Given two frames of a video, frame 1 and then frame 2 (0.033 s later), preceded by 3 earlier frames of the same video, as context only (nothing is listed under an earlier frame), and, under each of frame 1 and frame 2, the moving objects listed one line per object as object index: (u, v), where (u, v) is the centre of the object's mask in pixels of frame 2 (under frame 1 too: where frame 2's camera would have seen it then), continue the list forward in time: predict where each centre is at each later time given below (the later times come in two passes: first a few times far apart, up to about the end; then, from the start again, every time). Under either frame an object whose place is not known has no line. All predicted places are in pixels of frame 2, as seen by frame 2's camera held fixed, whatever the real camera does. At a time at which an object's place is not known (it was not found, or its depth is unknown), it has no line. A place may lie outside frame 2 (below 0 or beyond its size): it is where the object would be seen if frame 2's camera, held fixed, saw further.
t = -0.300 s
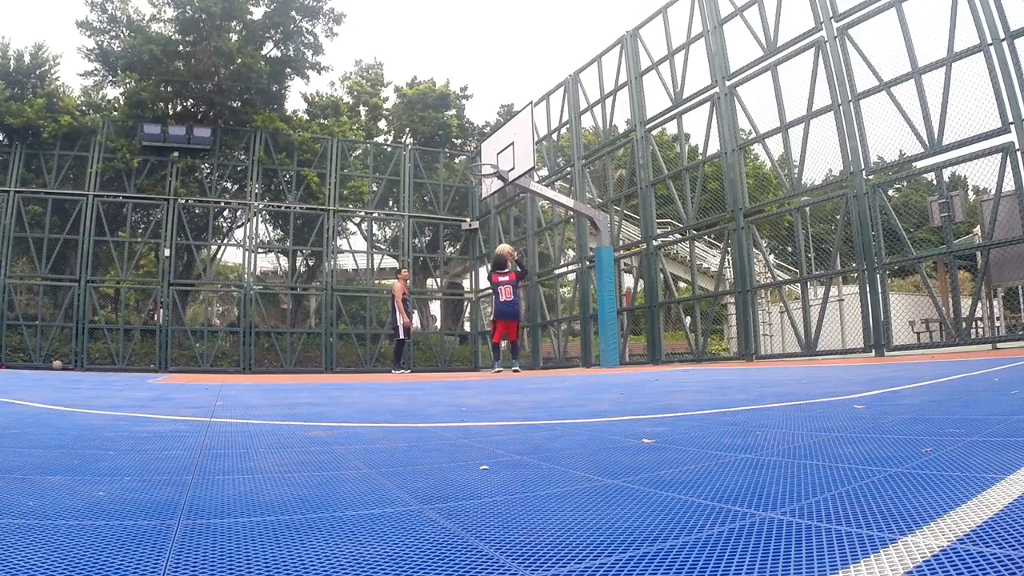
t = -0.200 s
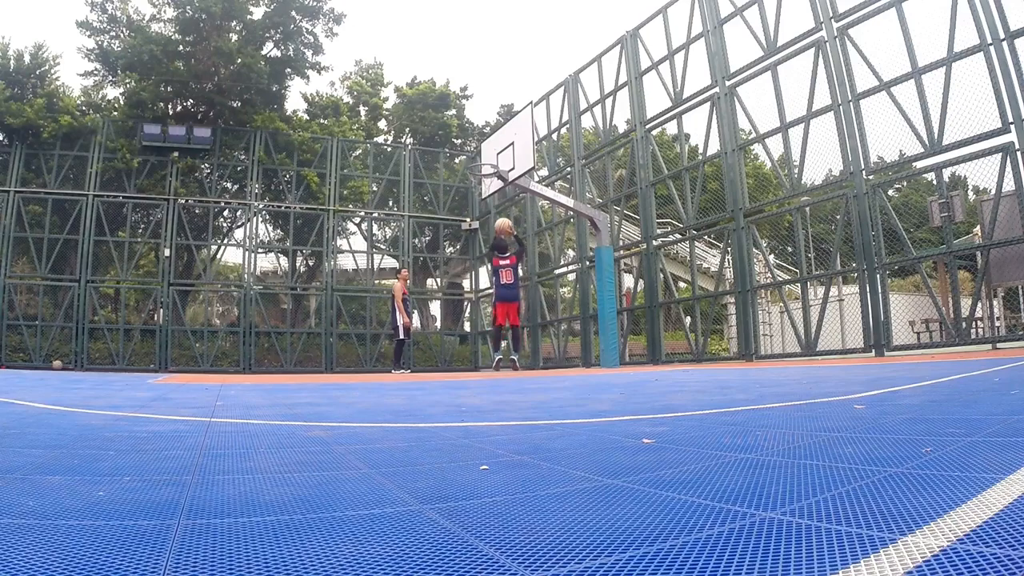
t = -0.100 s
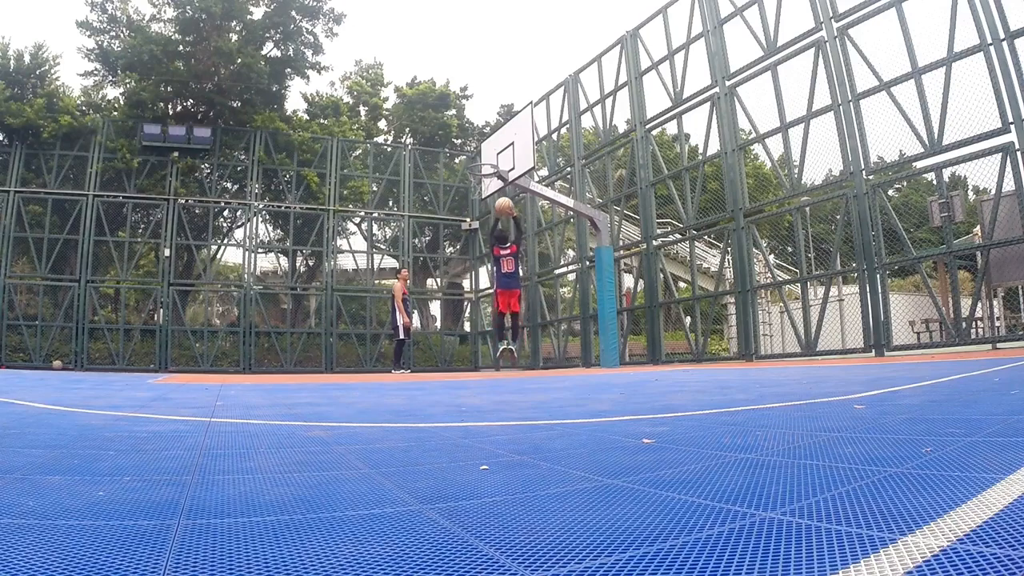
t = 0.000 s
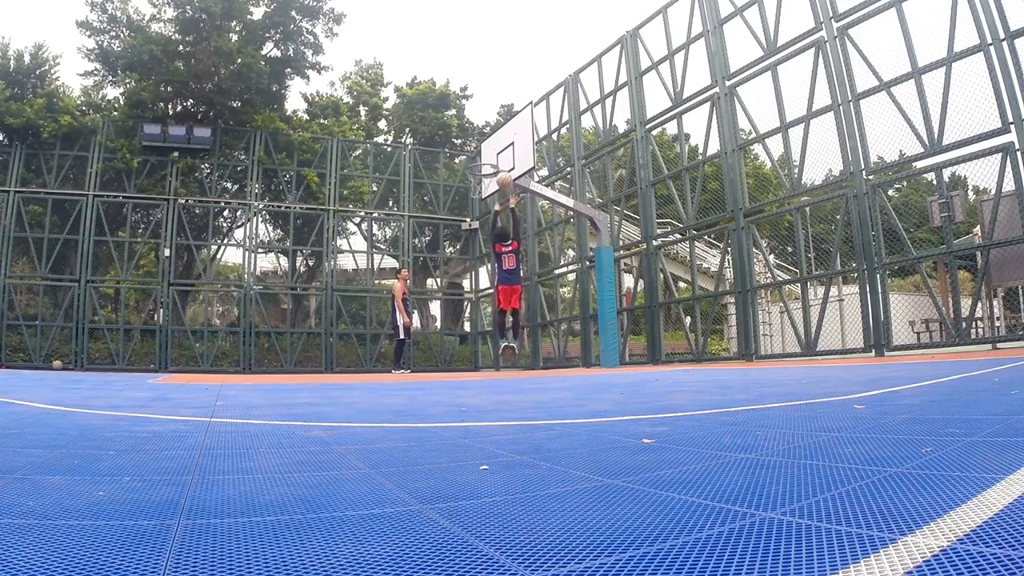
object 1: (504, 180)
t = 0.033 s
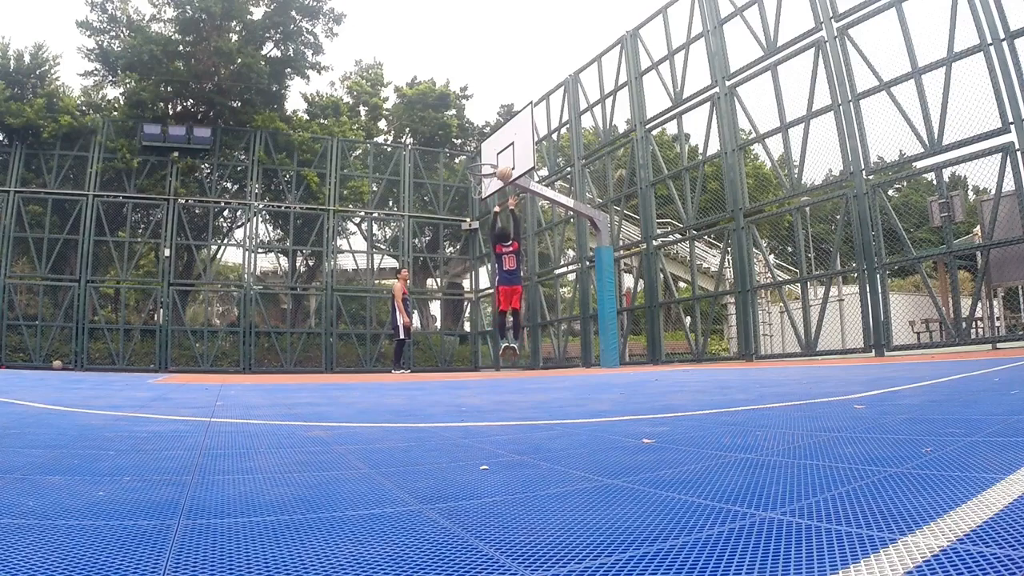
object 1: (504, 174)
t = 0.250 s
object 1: (505, 148)
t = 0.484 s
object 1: (490, 154)
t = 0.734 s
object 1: (476, 184)
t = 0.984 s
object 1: (477, 205)
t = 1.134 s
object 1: (479, 235)
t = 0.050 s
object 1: (504, 172)
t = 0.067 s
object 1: (504, 168)
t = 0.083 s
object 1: (505, 165)
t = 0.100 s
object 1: (505, 162)
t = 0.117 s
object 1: (505, 160)
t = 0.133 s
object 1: (504, 157)
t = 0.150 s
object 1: (505, 155)
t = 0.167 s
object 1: (505, 154)
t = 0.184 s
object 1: (504, 153)
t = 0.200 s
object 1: (505, 152)
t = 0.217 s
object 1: (505, 150)
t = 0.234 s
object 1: (505, 149)
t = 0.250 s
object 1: (505, 148)
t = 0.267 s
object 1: (505, 148)
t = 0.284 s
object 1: (504, 147)
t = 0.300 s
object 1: (502, 146)
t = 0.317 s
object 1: (501, 146)
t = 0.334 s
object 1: (500, 146)
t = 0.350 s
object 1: (499, 147)
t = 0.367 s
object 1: (497, 147)
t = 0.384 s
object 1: (497, 147)
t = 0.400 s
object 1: (496, 148)
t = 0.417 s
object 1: (494, 149)
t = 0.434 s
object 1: (493, 150)
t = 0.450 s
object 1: (492, 151)
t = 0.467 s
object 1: (491, 152)
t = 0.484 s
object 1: (490, 154)
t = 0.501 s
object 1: (489, 155)
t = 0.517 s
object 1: (488, 157)
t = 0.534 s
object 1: (486, 158)
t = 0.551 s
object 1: (486, 160)
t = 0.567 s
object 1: (484, 163)
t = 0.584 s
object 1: (483, 166)
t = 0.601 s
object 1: (481, 169)
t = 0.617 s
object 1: (481, 172)
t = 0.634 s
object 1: (480, 173)
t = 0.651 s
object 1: (479, 176)
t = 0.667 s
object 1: (478, 178)
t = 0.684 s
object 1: (478, 180)
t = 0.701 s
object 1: (477, 182)
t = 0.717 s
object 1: (477, 183)
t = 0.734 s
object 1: (476, 184)
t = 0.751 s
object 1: (477, 185)
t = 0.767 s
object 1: (476, 186)
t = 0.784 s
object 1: (476, 186)
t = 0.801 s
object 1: (475, 187)
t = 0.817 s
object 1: (475, 188)
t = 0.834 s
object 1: (475, 189)
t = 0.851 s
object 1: (475, 190)
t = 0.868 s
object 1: (476, 192)
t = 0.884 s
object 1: (476, 193)
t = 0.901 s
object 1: (476, 195)
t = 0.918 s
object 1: (476, 197)
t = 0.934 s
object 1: (476, 199)
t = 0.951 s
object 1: (477, 201)
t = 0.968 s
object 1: (477, 203)
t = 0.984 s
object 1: (477, 205)
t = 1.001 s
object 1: (477, 208)
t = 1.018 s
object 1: (477, 211)
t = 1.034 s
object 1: (478, 214)
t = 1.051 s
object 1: (478, 217)
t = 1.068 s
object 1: (478, 220)
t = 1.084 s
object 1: (478, 224)
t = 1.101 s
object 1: (478, 228)
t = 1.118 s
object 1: (478, 232)
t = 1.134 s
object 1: (479, 235)
